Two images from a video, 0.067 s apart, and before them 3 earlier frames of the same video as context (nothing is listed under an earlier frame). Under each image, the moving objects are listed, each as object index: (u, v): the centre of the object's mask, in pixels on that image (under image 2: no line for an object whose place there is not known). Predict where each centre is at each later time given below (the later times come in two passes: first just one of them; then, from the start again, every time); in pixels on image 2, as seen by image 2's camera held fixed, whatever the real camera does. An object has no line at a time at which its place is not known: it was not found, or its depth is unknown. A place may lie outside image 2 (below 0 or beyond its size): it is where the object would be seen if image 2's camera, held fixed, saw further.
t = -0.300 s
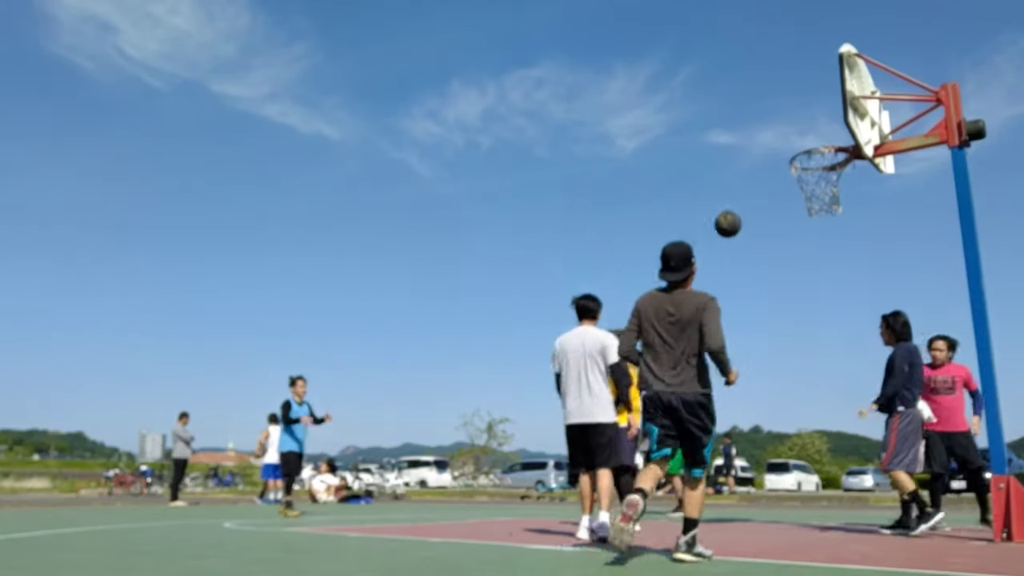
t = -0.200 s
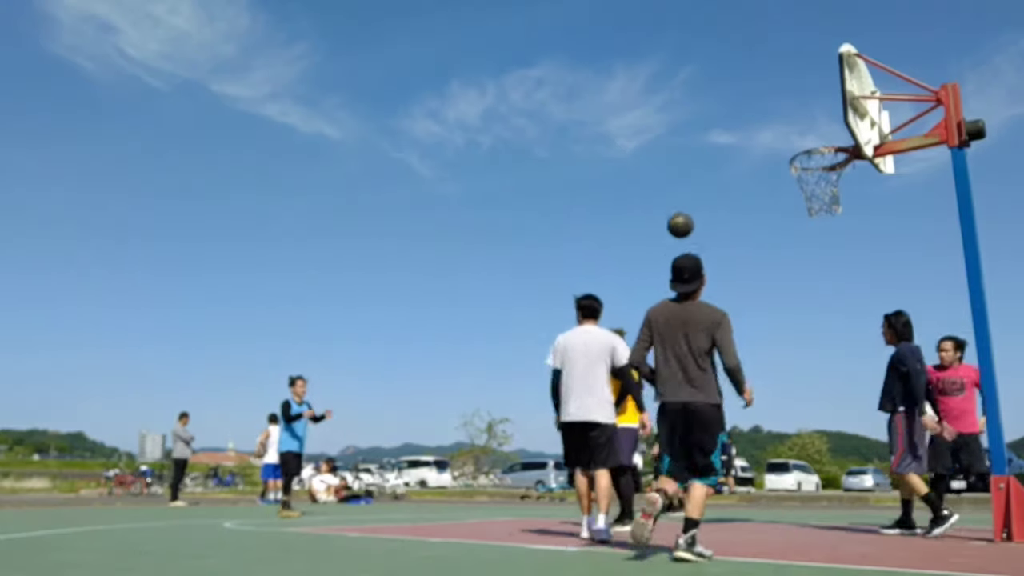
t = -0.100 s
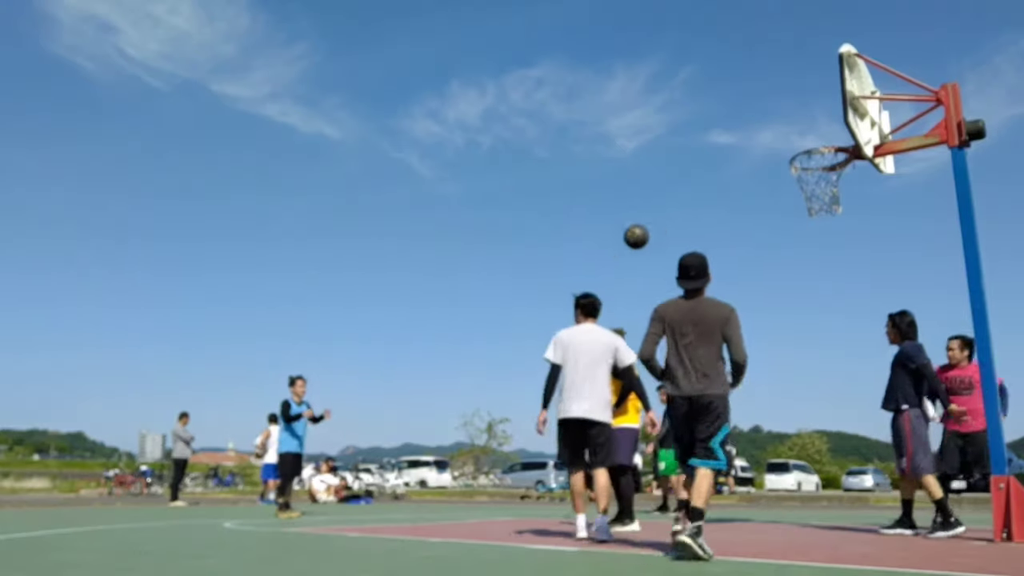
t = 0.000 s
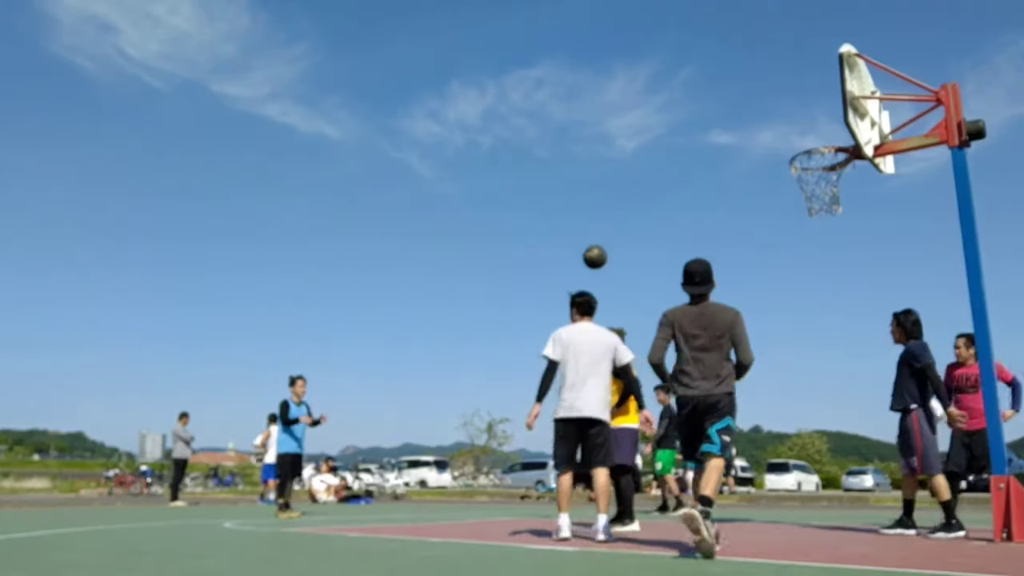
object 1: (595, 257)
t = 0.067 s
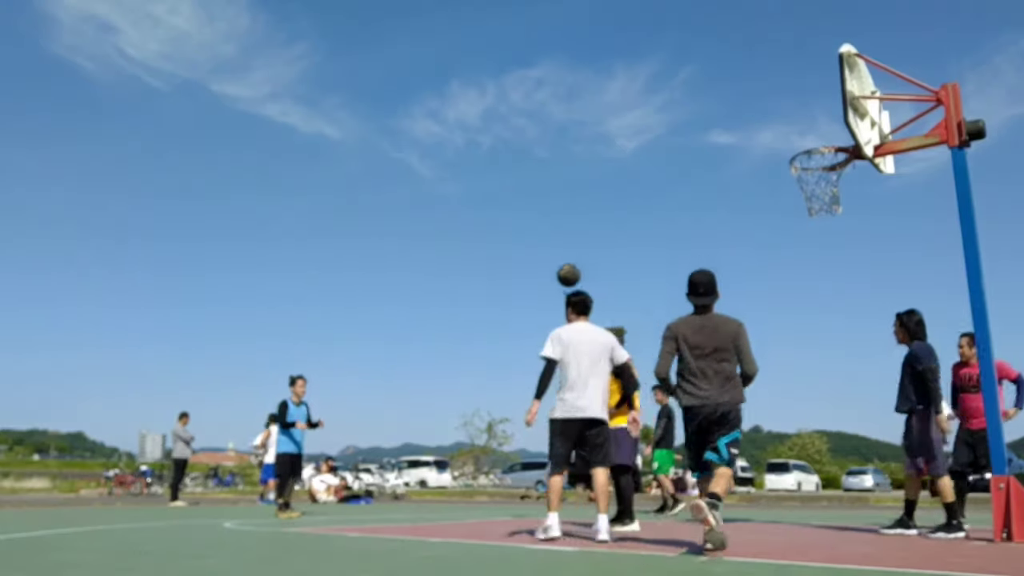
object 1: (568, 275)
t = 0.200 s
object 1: (518, 321)
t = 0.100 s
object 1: (556, 285)
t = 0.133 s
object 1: (543, 297)
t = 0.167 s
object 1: (530, 308)
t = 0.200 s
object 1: (518, 321)
